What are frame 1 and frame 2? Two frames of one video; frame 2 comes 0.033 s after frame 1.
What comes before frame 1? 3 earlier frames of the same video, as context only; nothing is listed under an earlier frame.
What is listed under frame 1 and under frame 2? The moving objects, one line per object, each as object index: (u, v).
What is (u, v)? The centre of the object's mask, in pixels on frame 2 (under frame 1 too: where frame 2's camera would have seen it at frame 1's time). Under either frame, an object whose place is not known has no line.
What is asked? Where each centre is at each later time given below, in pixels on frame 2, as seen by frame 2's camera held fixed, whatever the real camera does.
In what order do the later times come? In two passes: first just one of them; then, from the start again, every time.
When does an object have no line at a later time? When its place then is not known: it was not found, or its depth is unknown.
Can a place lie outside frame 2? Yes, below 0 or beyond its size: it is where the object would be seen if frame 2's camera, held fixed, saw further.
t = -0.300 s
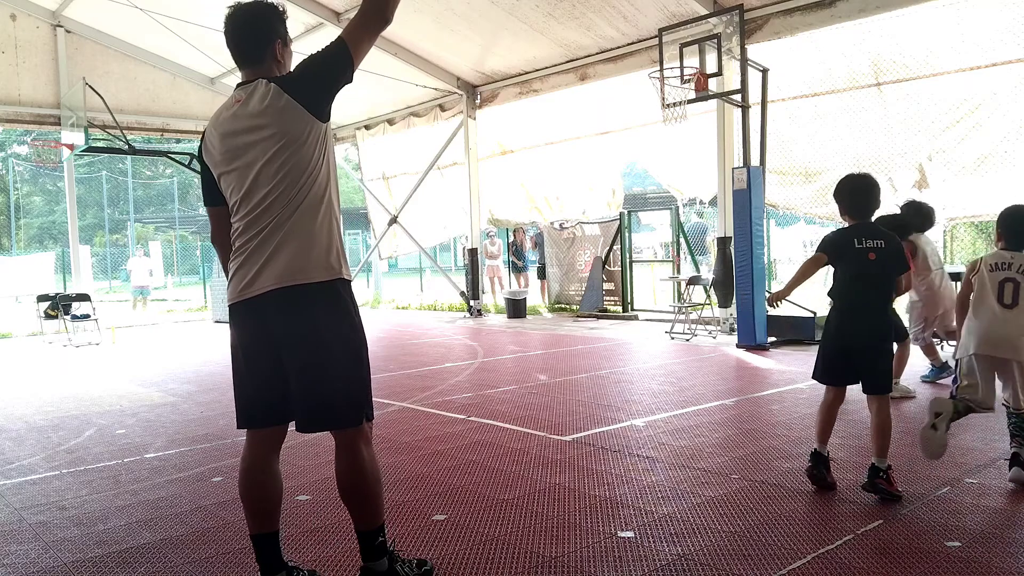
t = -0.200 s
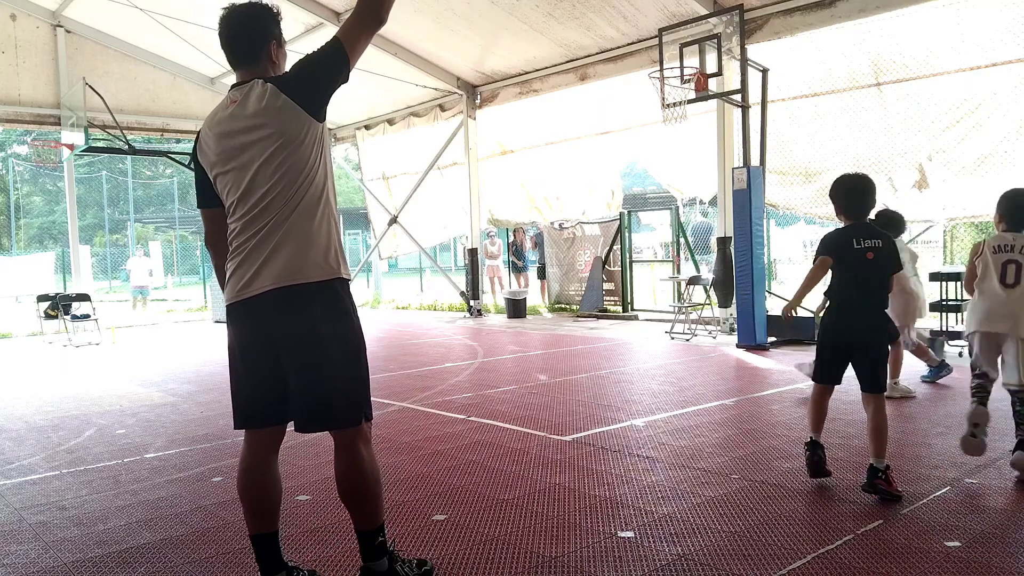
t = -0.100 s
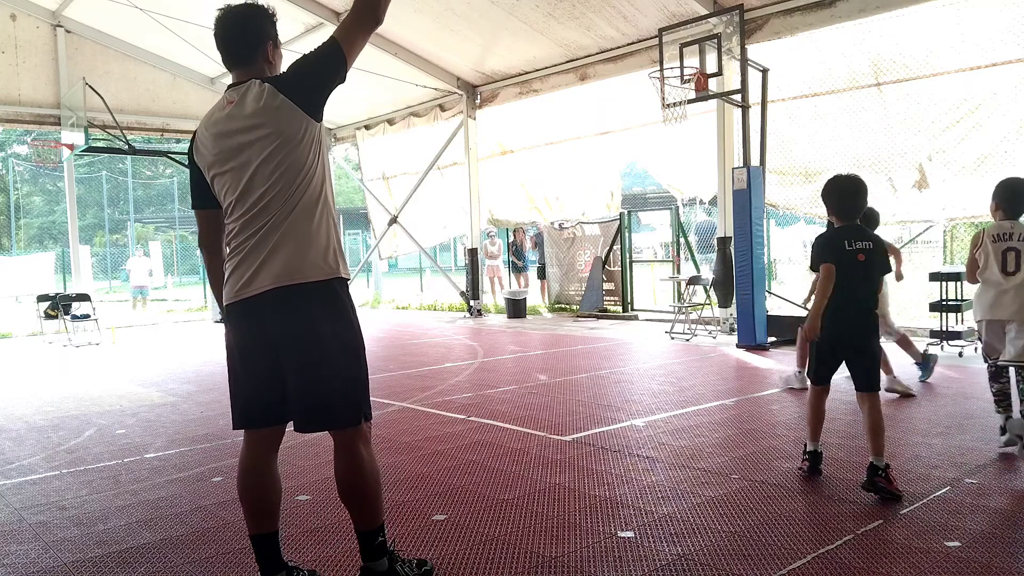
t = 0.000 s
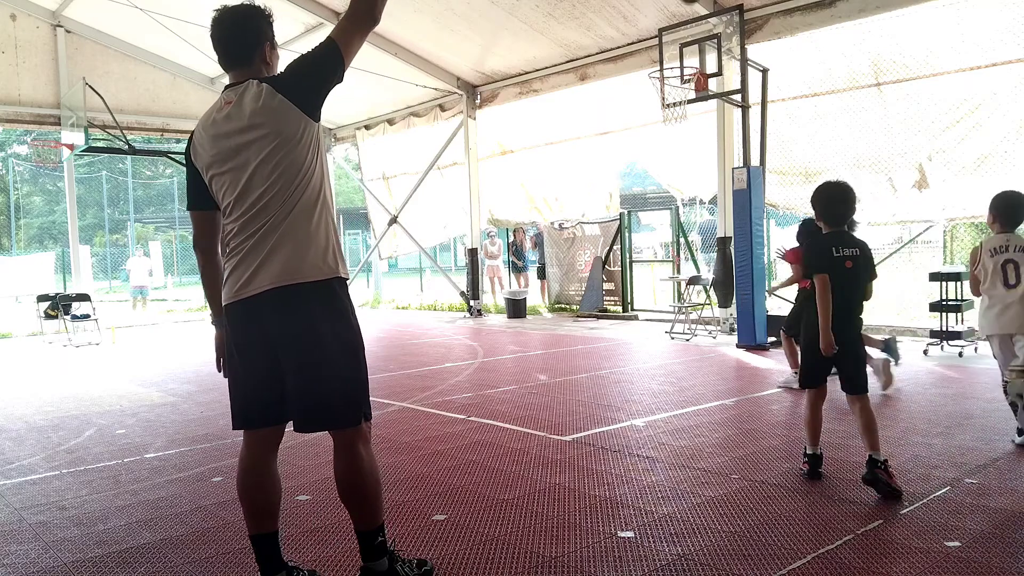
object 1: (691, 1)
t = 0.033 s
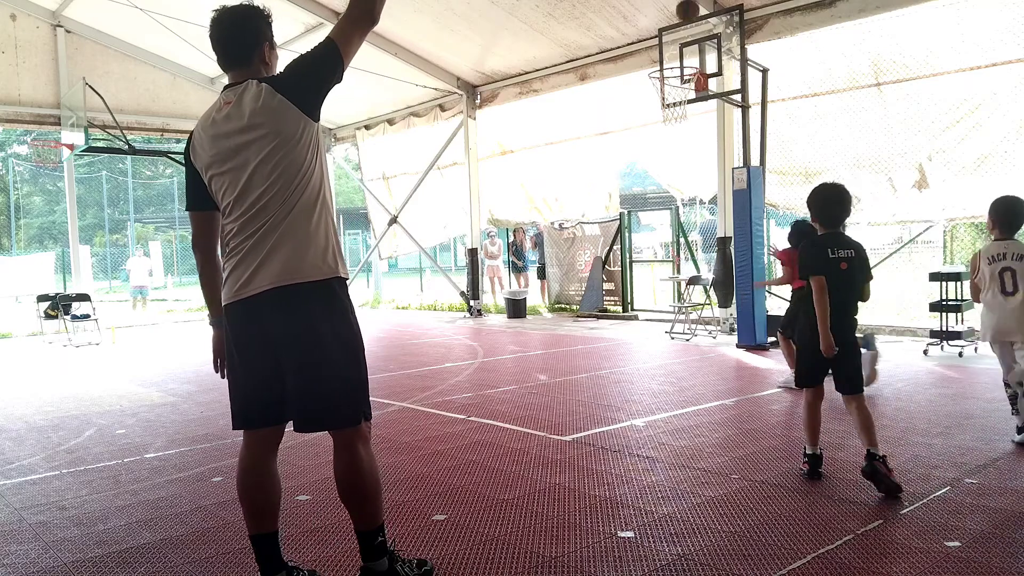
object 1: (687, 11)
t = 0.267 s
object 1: (662, 94)
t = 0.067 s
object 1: (685, 28)
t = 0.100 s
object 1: (682, 48)
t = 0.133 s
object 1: (679, 68)
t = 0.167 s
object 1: (674, 77)
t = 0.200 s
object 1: (671, 82)
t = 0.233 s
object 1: (666, 88)
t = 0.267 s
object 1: (662, 94)
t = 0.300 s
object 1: (656, 103)
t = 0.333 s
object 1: (654, 112)
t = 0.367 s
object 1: (651, 122)
